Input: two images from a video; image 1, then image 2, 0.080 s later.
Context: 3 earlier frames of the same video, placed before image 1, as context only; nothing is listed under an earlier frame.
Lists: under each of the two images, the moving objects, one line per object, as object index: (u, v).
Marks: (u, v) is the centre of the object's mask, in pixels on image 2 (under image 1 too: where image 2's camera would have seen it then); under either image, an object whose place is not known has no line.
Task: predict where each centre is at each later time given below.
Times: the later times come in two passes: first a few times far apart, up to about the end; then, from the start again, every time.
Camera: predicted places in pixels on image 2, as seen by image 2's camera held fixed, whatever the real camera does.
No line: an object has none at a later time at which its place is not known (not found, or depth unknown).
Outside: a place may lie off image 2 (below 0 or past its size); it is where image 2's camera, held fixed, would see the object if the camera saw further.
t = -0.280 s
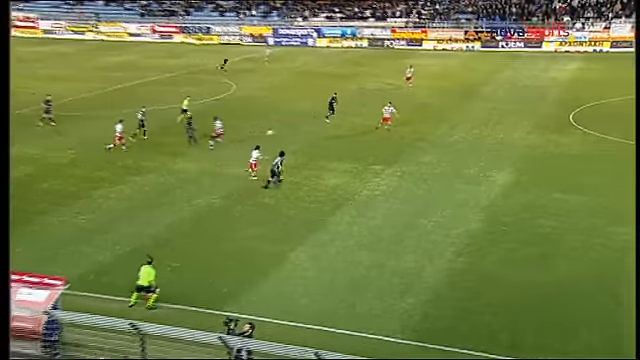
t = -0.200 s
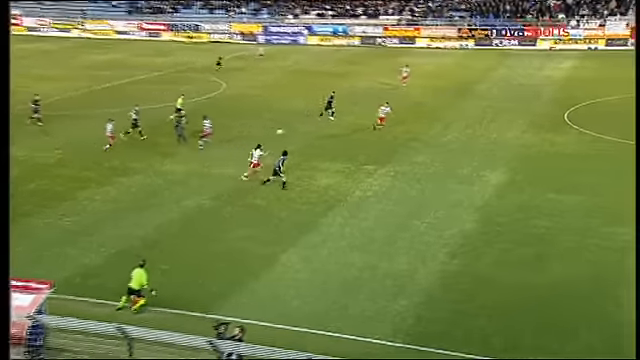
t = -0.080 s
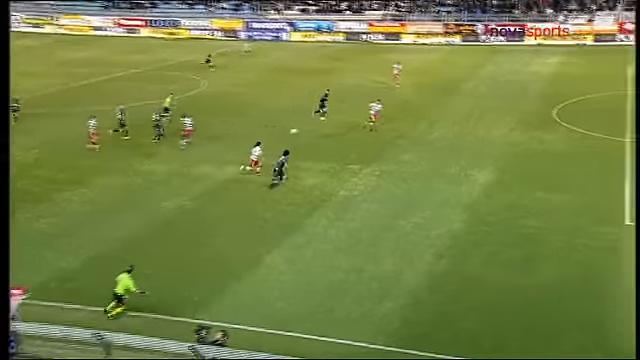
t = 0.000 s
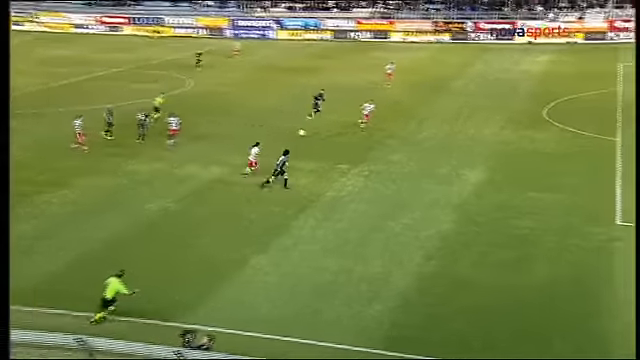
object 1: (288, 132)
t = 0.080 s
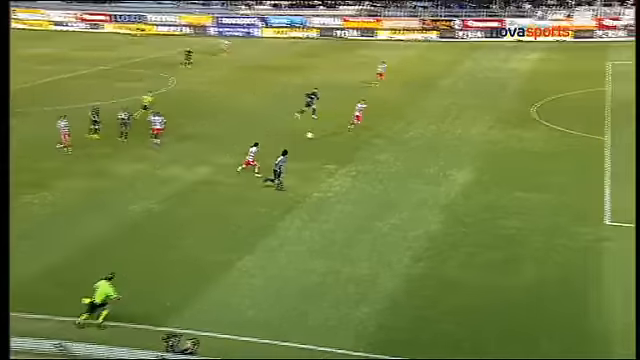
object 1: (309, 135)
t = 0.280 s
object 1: (362, 147)
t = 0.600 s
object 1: (452, 179)
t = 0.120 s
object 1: (320, 137)
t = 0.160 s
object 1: (330, 139)
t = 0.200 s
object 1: (341, 141)
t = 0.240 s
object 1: (352, 144)
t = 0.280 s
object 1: (362, 147)
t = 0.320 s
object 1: (373, 150)
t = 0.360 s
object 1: (384, 153)
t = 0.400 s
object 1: (395, 157)
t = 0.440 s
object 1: (406, 161)
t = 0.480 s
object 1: (417, 165)
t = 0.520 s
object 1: (429, 169)
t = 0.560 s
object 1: (440, 173)
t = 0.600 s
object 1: (452, 179)
